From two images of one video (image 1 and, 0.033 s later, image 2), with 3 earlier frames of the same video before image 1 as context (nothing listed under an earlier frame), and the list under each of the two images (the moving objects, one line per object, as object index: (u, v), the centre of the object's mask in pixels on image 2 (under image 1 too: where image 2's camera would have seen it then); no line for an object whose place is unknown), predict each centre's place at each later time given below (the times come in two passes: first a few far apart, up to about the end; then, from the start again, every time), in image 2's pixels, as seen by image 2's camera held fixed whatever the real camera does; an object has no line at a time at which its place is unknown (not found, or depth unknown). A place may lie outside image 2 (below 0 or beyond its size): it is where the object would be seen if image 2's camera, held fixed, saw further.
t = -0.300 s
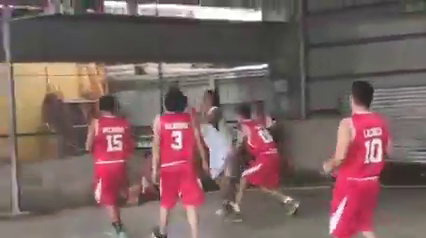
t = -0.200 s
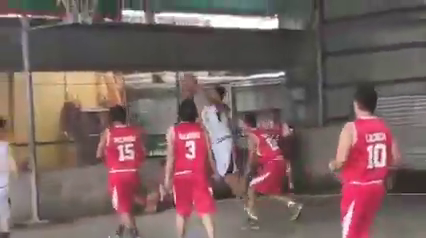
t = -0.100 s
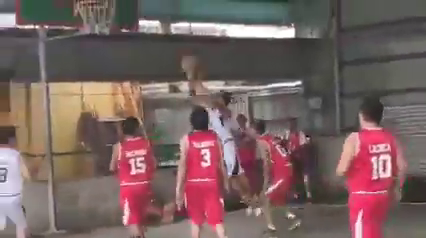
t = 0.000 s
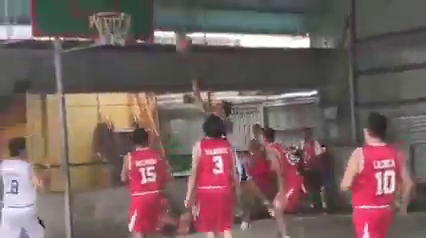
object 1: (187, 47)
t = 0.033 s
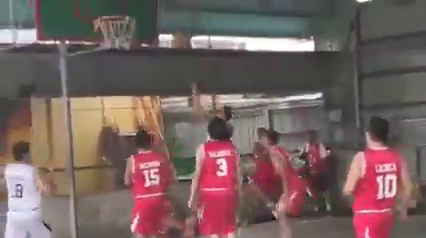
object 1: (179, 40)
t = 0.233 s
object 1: (136, 5)
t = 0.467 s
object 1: (136, 8)
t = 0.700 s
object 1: (139, 8)
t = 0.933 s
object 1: (149, 33)
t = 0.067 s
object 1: (172, 34)
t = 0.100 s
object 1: (164, 24)
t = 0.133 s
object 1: (155, 18)
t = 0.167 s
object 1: (148, 12)
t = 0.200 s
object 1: (139, 8)
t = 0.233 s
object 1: (136, 5)
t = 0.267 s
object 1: (135, 5)
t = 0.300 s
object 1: (135, 4)
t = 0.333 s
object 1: (135, 4)
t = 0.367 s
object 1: (135, 5)
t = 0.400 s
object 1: (135, 6)
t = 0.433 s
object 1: (135, 8)
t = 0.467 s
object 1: (136, 8)
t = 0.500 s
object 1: (136, 8)
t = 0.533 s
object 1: (136, 8)
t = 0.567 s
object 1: (137, 7)
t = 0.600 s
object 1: (137, 7)
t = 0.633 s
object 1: (138, 7)
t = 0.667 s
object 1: (138, 7)
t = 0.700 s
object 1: (139, 8)
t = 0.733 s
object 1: (141, 8)
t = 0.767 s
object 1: (142, 10)
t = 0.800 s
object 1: (143, 13)
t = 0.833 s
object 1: (144, 16)
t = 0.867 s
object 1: (145, 21)
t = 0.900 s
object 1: (146, 27)
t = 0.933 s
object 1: (149, 33)
